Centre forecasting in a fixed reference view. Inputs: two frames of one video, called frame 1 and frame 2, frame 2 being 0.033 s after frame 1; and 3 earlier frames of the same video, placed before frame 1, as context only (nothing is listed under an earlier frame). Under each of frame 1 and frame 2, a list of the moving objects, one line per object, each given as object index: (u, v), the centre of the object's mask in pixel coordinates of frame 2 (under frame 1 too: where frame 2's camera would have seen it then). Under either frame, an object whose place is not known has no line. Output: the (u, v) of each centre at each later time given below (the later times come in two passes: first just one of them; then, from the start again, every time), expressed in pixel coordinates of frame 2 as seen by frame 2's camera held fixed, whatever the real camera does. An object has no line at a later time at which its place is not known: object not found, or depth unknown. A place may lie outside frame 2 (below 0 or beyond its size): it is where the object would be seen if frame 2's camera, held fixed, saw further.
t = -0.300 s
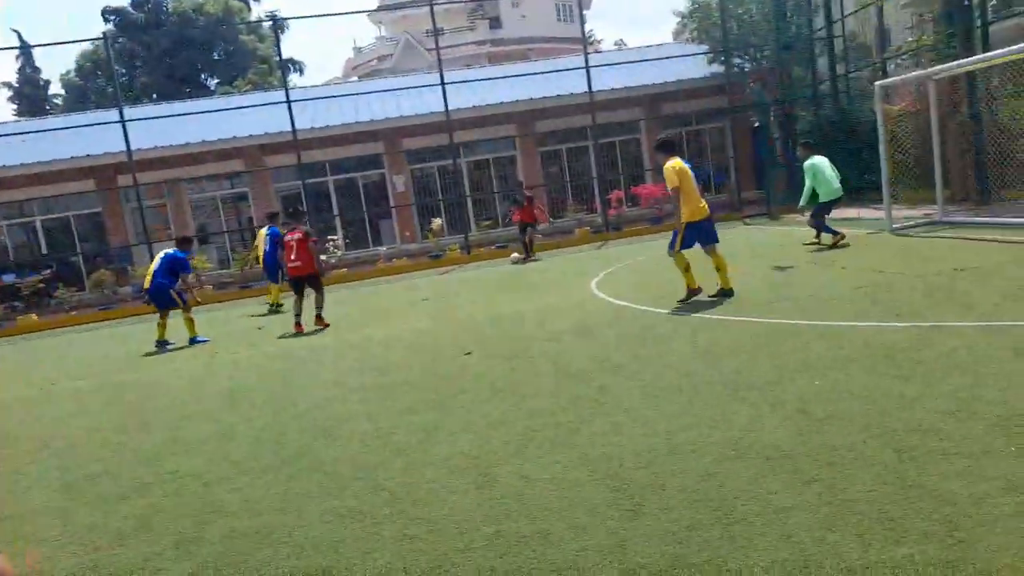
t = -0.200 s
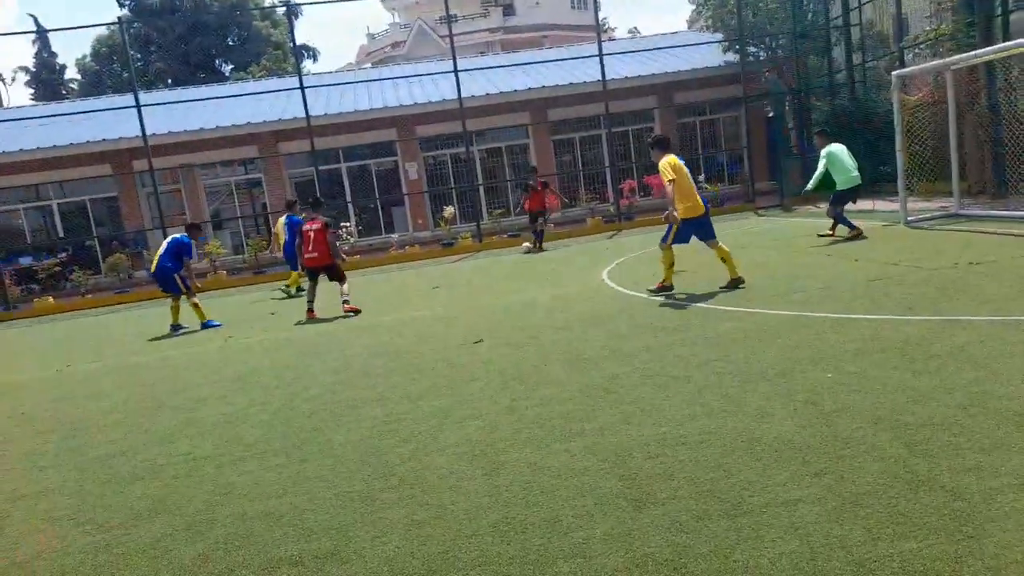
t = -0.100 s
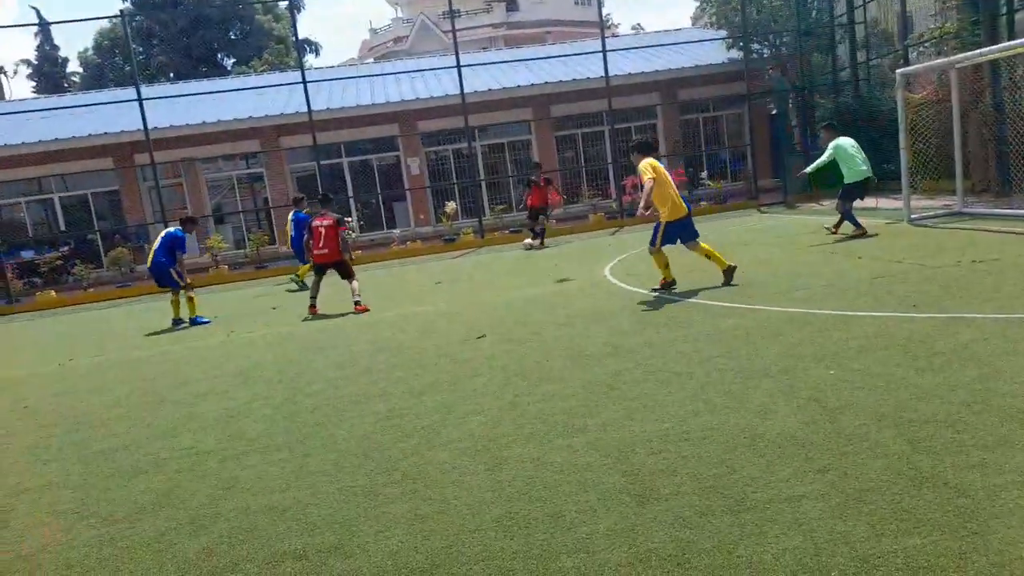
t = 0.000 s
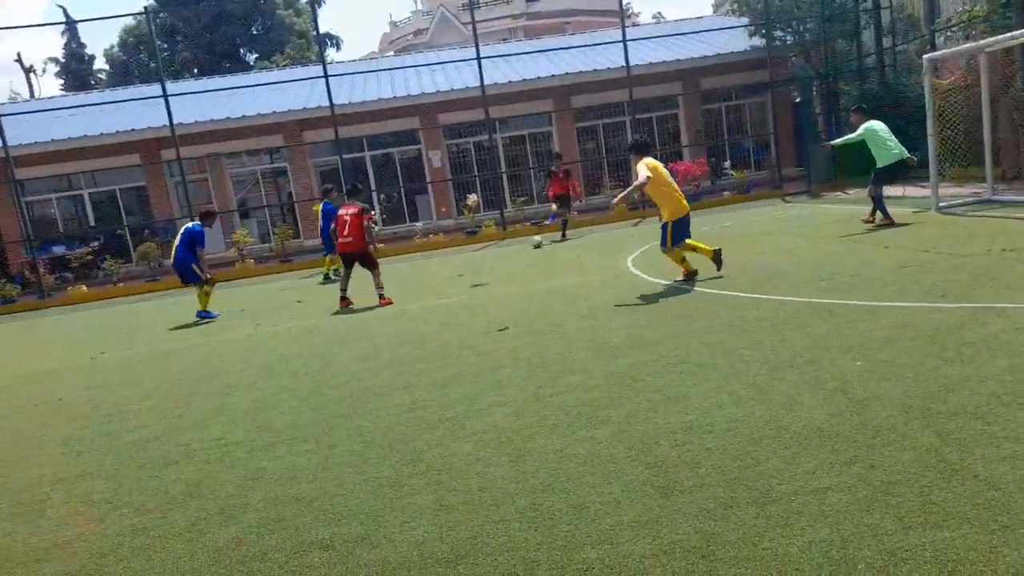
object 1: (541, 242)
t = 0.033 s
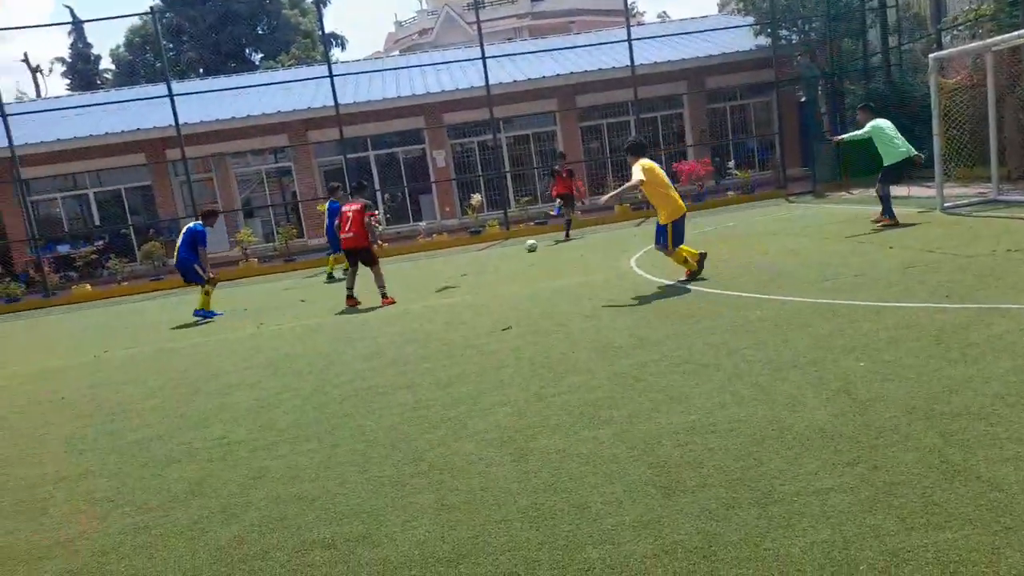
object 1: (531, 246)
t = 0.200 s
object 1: (478, 268)
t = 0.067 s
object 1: (521, 249)
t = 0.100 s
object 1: (511, 253)
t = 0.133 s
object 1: (501, 258)
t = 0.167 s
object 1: (490, 263)
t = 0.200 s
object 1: (478, 268)
